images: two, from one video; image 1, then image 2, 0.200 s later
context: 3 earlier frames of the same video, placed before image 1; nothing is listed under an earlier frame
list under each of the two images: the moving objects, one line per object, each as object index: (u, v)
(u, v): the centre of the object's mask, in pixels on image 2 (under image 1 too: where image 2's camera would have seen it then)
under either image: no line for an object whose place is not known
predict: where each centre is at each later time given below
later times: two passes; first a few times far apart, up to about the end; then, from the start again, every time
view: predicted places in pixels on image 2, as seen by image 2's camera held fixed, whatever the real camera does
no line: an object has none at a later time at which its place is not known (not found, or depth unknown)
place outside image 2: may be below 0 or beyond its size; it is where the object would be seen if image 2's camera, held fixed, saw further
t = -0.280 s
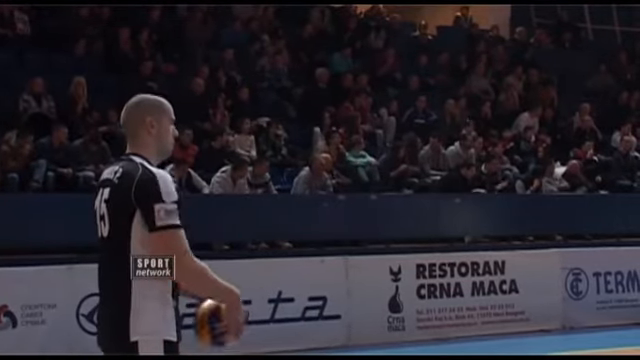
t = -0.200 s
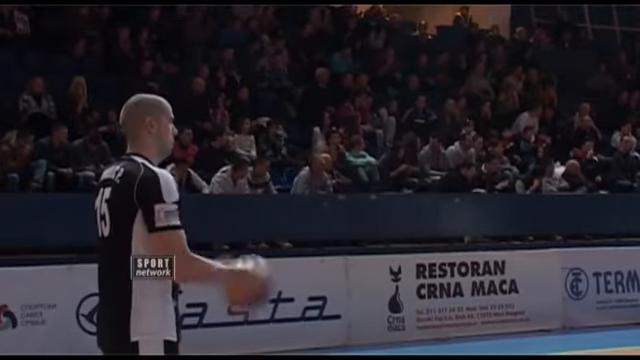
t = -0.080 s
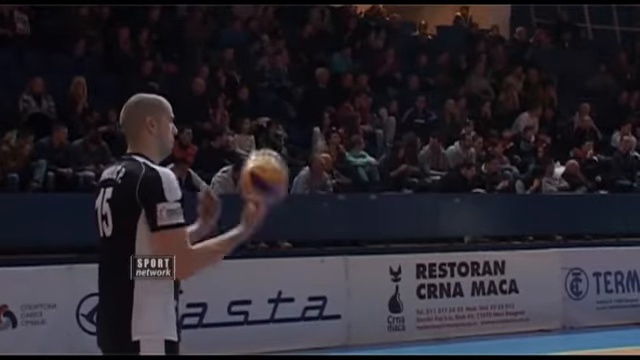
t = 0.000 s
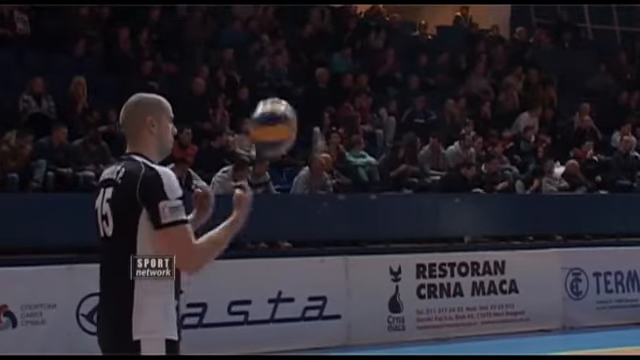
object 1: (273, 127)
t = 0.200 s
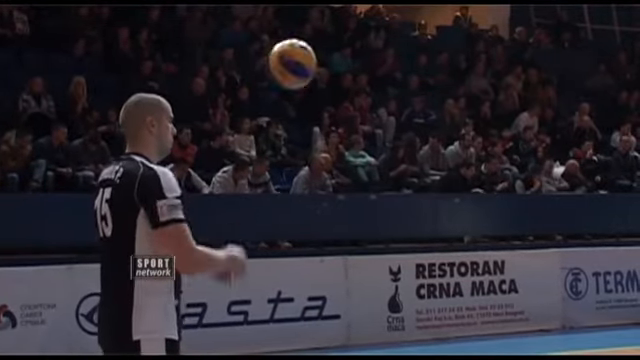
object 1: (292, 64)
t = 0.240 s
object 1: (296, 62)
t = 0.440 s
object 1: (317, 105)
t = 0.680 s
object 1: (343, 263)
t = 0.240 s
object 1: (296, 62)
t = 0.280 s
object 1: (300, 64)
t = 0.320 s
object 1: (304, 69)
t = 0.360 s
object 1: (308, 78)
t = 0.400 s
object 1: (313, 91)
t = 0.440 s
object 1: (317, 105)
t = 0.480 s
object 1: (321, 124)
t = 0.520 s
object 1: (325, 146)
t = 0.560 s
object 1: (331, 170)
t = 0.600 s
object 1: (336, 199)
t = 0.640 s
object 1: (338, 230)
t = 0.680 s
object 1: (343, 263)
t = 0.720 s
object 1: (347, 299)
